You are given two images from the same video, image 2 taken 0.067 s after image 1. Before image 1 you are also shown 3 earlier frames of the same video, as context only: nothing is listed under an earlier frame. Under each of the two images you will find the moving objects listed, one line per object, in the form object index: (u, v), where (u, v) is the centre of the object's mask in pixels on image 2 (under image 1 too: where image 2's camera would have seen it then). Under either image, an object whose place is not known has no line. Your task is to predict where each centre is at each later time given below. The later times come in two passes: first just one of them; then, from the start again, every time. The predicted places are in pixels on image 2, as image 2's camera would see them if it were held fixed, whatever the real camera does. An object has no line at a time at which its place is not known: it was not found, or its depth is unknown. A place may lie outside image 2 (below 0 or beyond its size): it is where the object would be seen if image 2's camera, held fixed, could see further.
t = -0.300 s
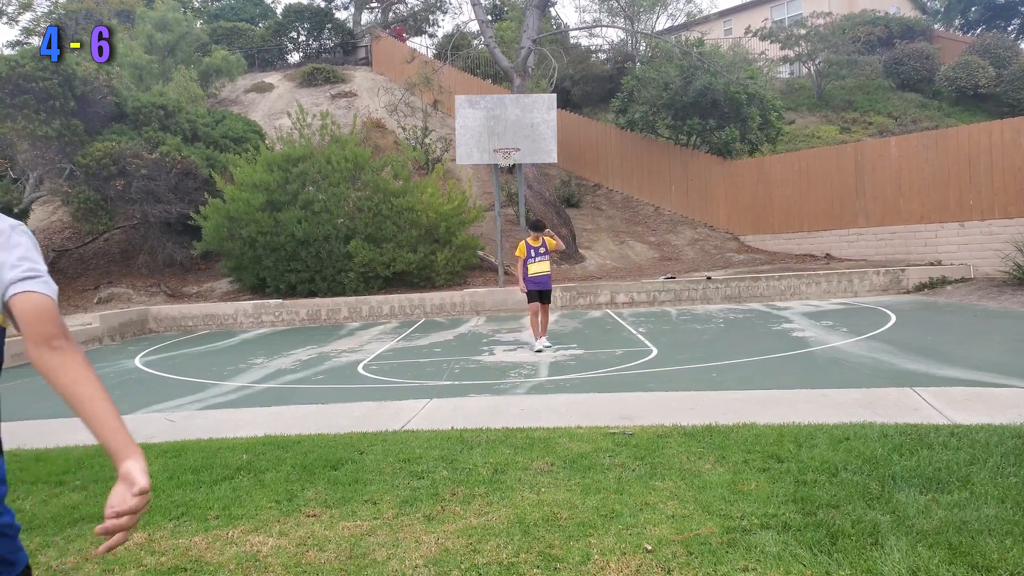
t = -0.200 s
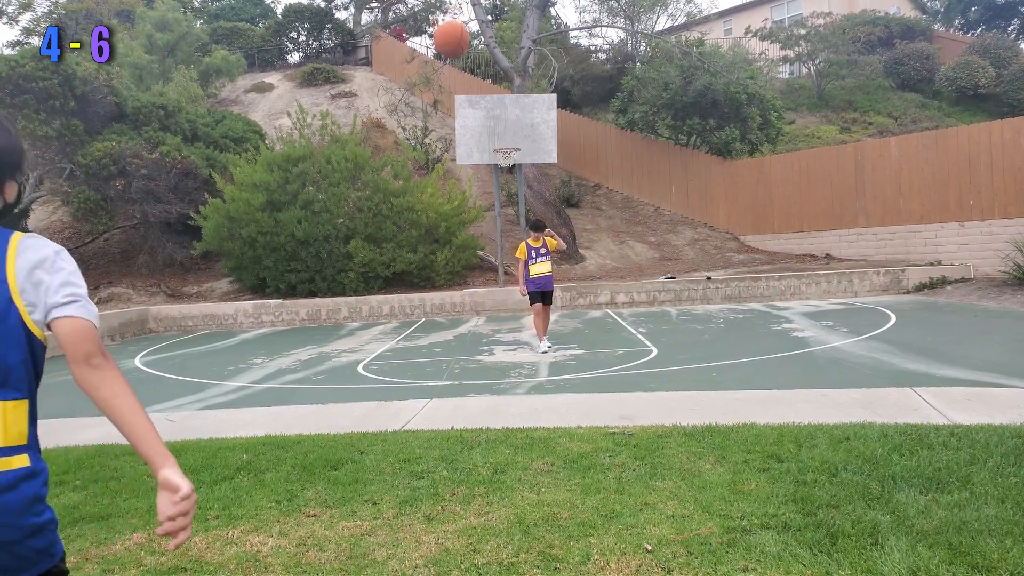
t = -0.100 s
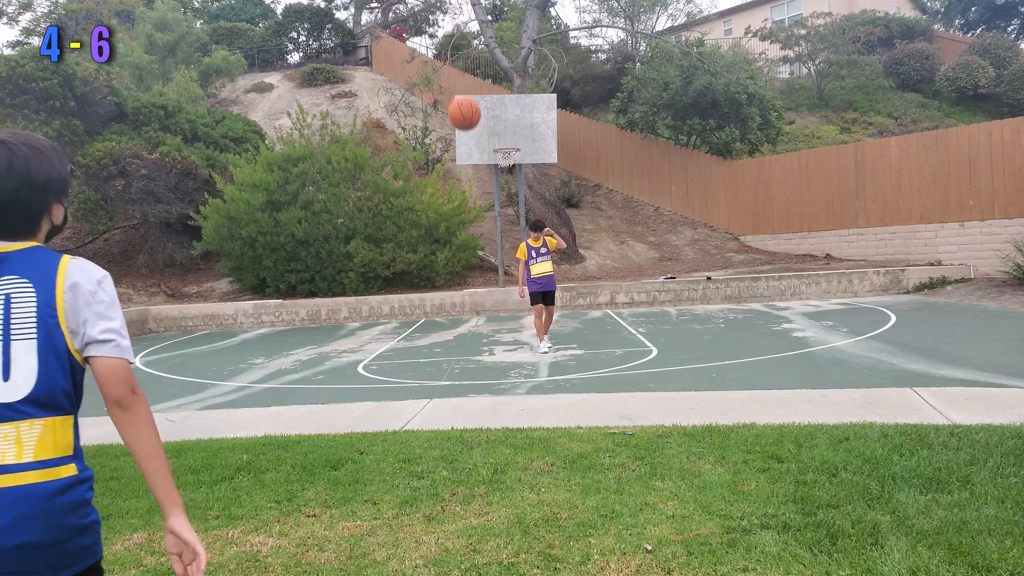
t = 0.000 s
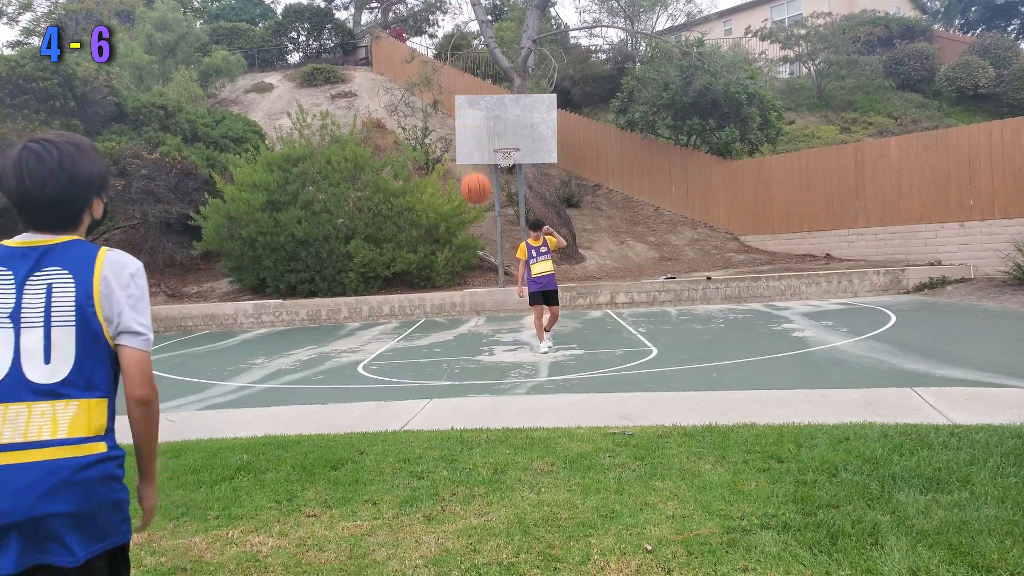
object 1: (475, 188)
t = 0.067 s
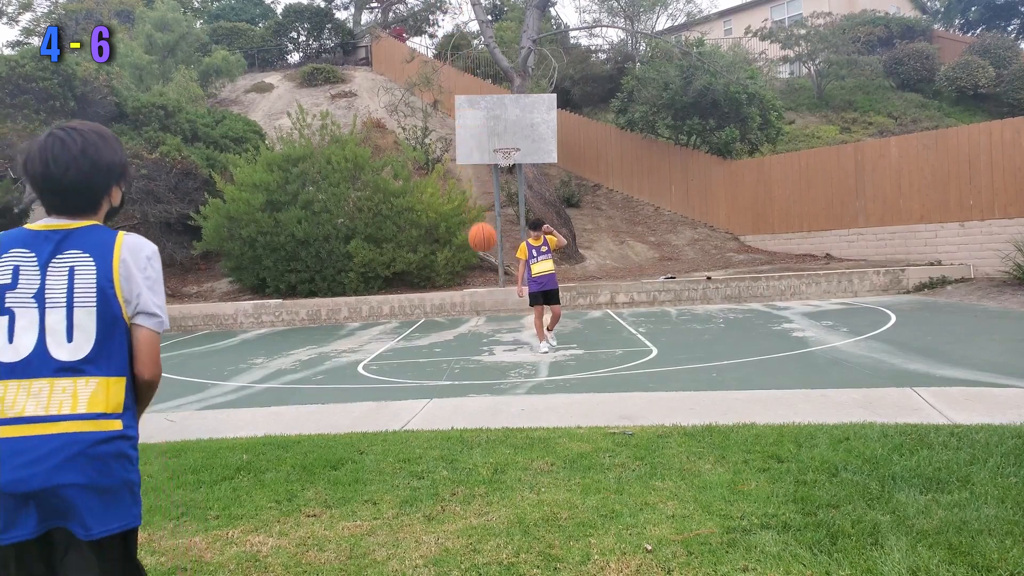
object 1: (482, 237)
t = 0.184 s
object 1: (493, 323)
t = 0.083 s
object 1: (484, 250)
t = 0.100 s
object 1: (485, 262)
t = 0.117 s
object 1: (487, 274)
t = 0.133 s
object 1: (488, 286)
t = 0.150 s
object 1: (490, 299)
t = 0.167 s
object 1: (491, 311)
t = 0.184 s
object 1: (493, 323)
